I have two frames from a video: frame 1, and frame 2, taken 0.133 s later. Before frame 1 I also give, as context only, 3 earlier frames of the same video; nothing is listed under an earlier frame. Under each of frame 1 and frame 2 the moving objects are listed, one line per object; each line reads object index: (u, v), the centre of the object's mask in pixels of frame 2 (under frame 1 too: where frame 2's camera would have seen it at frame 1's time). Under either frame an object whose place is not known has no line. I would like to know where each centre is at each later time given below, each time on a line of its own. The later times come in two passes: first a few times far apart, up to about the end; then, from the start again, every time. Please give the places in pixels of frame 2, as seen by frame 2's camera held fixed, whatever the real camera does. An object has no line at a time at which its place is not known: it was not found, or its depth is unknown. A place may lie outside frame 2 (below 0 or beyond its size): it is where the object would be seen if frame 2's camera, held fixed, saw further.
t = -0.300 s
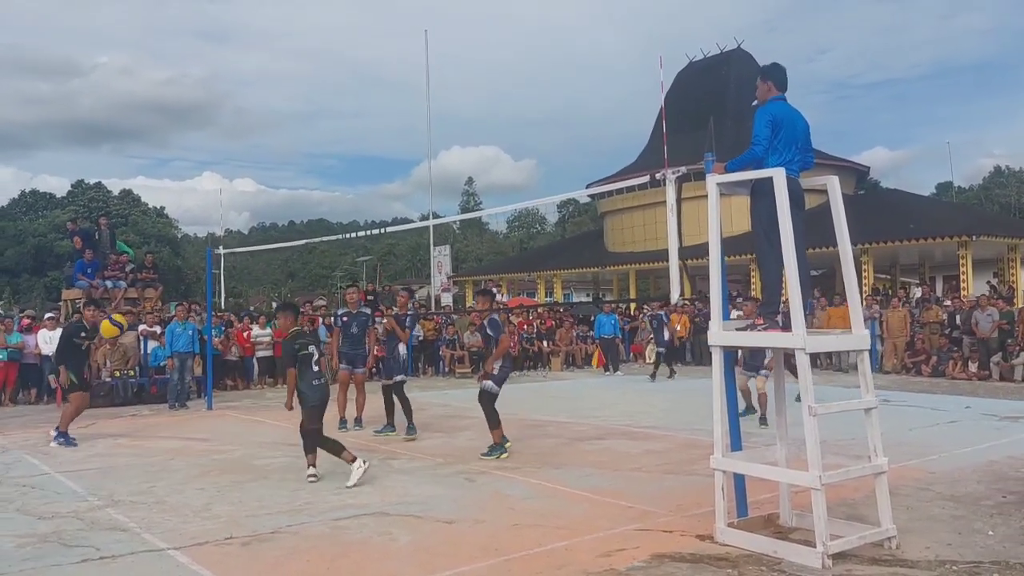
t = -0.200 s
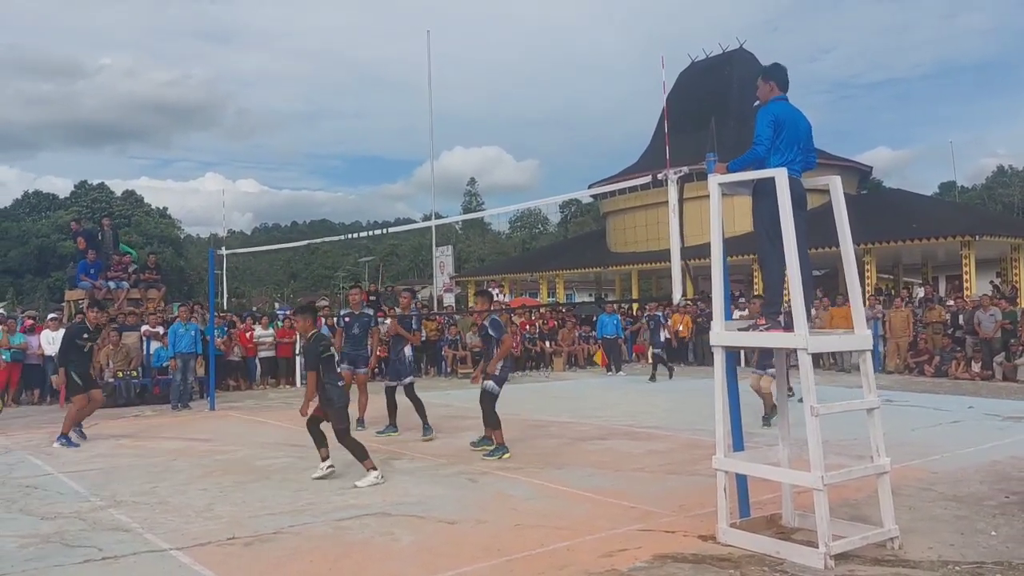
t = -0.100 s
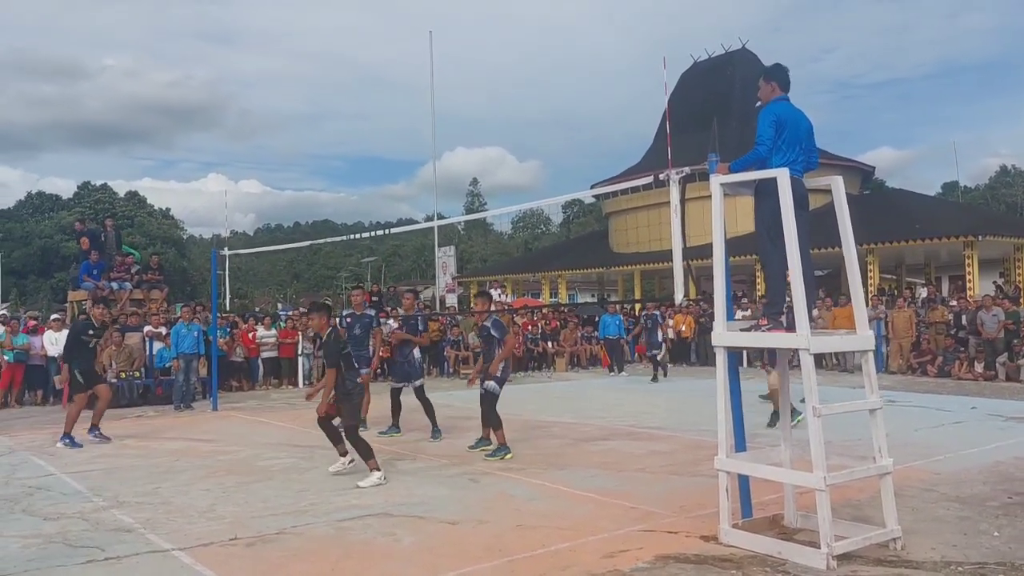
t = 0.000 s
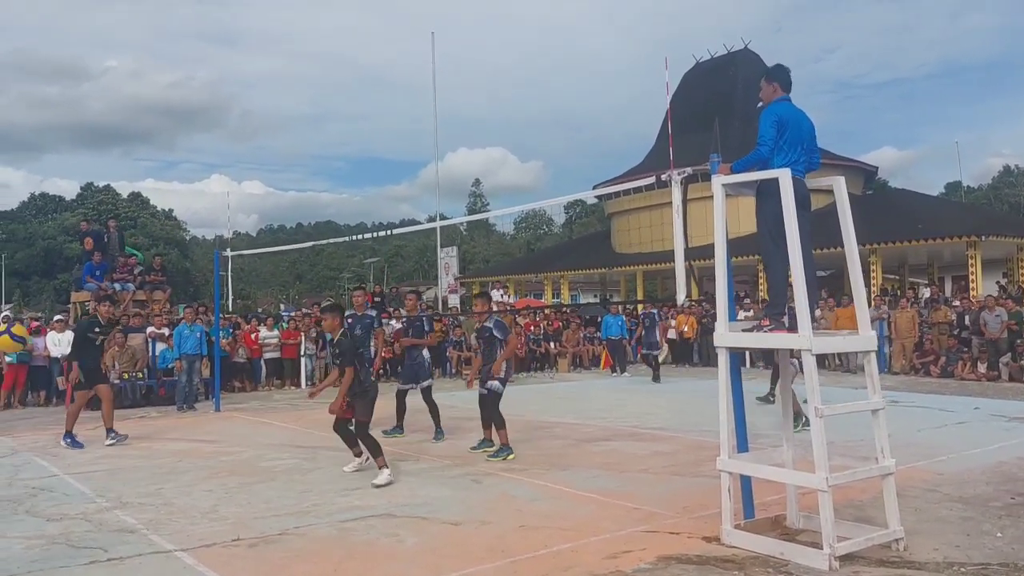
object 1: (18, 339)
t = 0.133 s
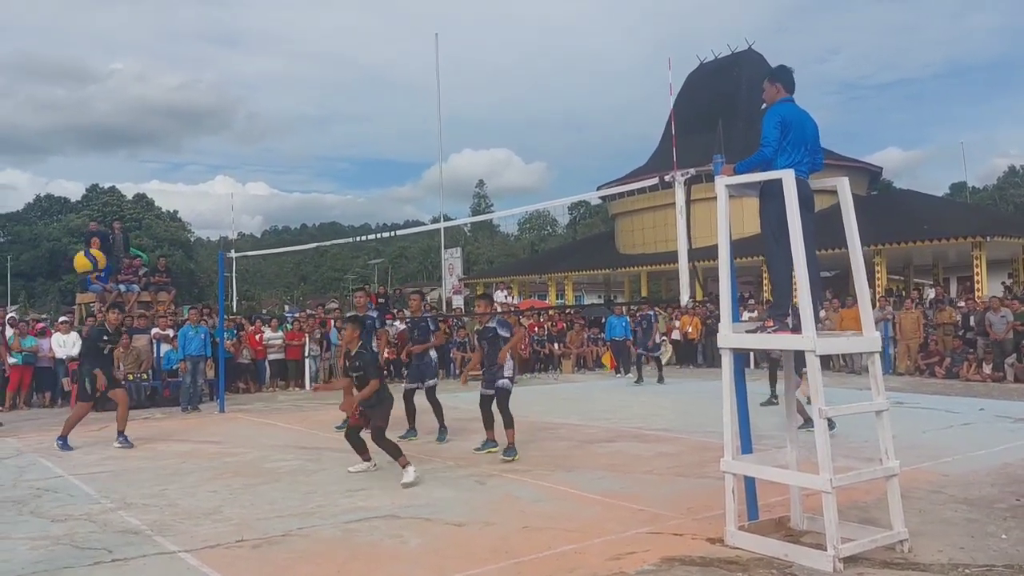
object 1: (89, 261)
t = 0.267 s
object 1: (158, 213)
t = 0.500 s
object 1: (264, 182)
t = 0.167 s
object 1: (106, 247)
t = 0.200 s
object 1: (124, 234)
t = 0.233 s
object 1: (141, 223)
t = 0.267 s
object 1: (158, 213)
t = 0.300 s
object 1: (174, 204)
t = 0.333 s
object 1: (190, 197)
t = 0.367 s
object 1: (205, 191)
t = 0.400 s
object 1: (220, 186)
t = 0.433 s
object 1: (235, 183)
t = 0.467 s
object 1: (249, 182)
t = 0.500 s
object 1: (264, 182)
